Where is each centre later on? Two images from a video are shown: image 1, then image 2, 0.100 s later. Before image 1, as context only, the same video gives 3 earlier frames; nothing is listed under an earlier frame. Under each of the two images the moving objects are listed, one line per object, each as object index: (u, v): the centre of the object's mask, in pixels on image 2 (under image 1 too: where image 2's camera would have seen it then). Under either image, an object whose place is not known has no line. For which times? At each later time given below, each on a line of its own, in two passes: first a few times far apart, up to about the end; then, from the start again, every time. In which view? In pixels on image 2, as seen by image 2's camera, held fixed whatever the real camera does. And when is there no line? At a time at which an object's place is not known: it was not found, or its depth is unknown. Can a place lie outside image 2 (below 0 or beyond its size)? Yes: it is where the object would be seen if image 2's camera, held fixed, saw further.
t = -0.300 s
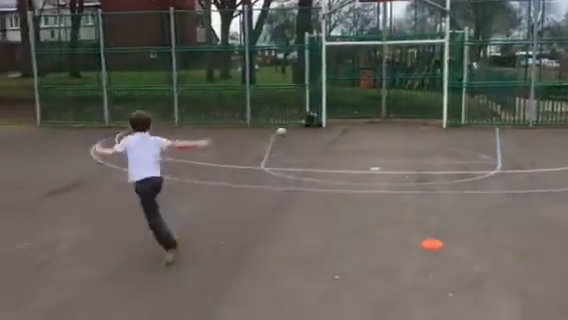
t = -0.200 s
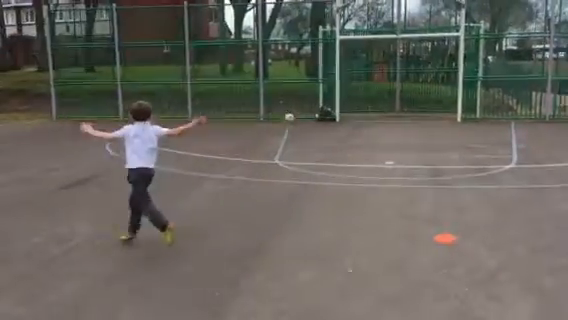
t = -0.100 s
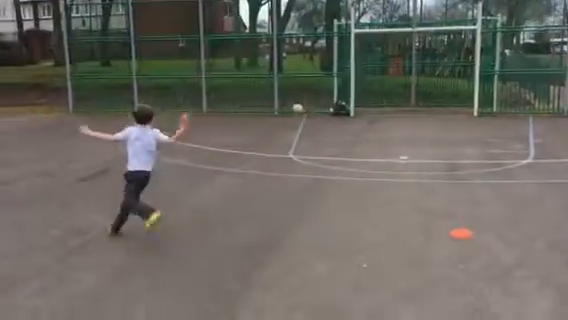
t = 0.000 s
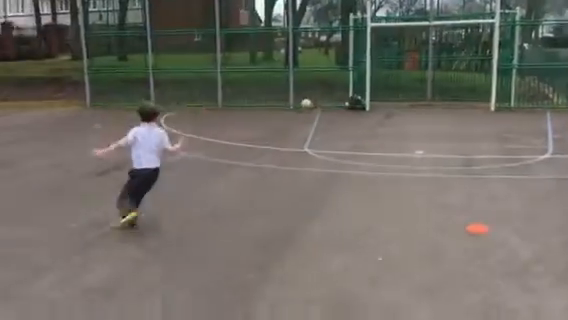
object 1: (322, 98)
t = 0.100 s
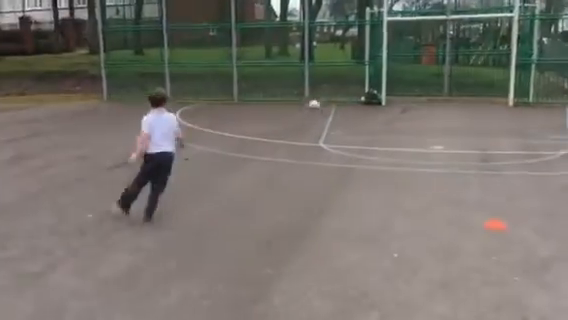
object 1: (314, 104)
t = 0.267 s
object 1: (300, 126)
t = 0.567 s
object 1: (268, 133)
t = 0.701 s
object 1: (252, 145)
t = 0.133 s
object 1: (312, 108)
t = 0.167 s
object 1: (309, 112)
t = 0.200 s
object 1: (306, 118)
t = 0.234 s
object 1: (303, 124)
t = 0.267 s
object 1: (300, 126)
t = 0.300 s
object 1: (296, 124)
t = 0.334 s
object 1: (293, 122)
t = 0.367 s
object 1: (290, 122)
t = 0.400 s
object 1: (287, 122)
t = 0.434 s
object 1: (284, 121)
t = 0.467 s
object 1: (281, 123)
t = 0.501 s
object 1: (277, 126)
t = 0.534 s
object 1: (272, 129)
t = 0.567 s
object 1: (268, 133)
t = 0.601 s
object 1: (264, 137)
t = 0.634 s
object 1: (260, 144)
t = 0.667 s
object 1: (256, 147)
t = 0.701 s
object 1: (252, 145)
